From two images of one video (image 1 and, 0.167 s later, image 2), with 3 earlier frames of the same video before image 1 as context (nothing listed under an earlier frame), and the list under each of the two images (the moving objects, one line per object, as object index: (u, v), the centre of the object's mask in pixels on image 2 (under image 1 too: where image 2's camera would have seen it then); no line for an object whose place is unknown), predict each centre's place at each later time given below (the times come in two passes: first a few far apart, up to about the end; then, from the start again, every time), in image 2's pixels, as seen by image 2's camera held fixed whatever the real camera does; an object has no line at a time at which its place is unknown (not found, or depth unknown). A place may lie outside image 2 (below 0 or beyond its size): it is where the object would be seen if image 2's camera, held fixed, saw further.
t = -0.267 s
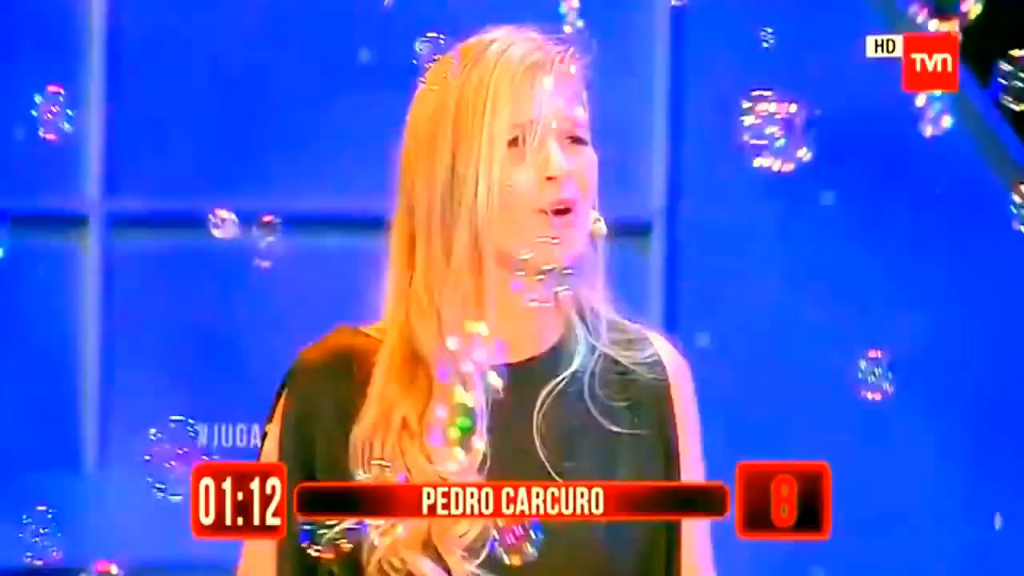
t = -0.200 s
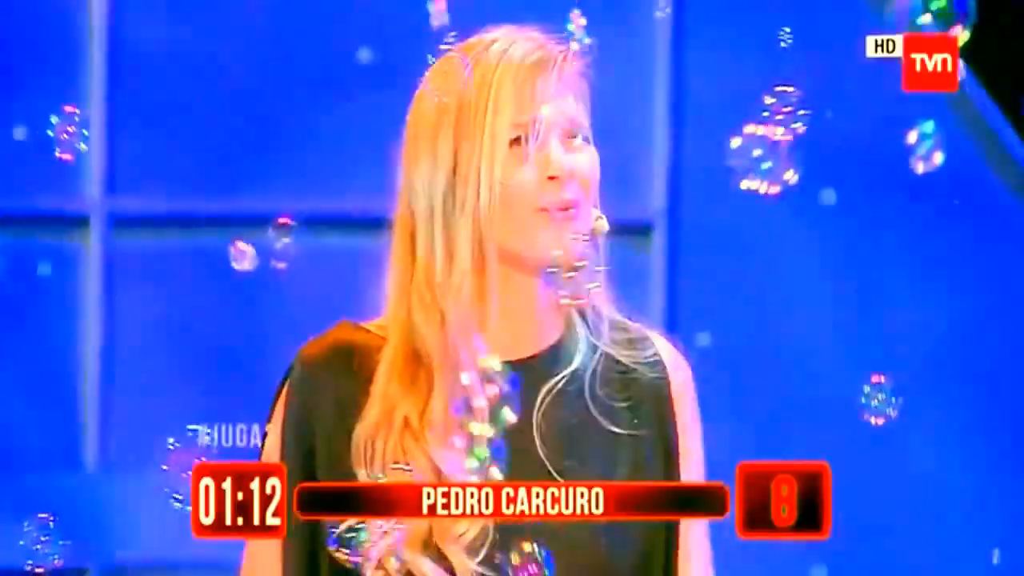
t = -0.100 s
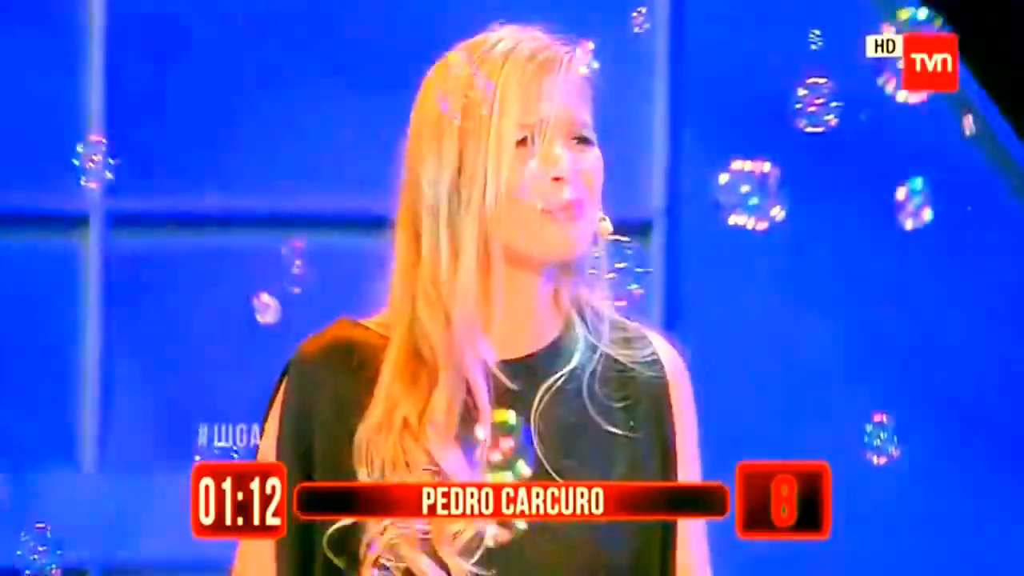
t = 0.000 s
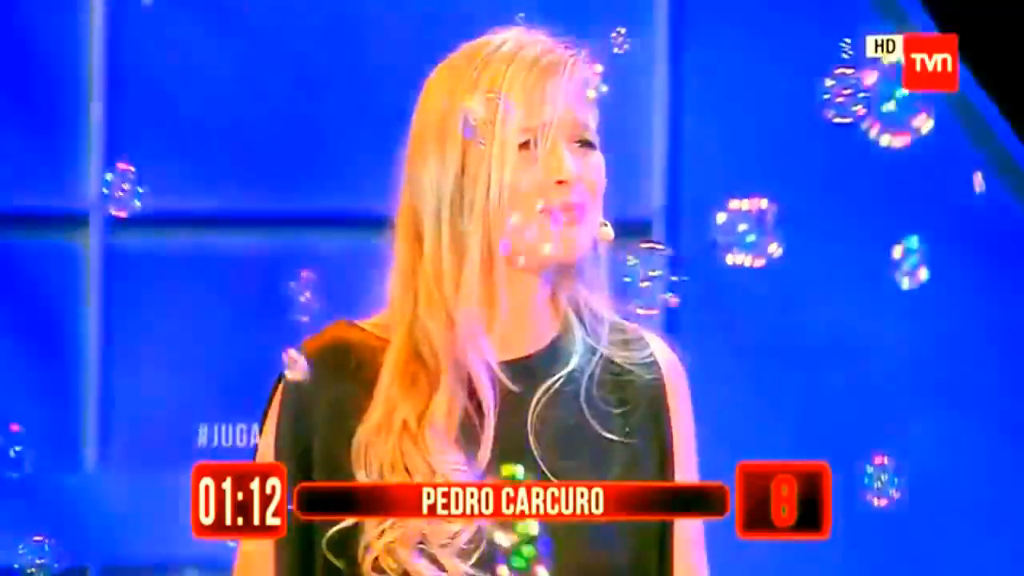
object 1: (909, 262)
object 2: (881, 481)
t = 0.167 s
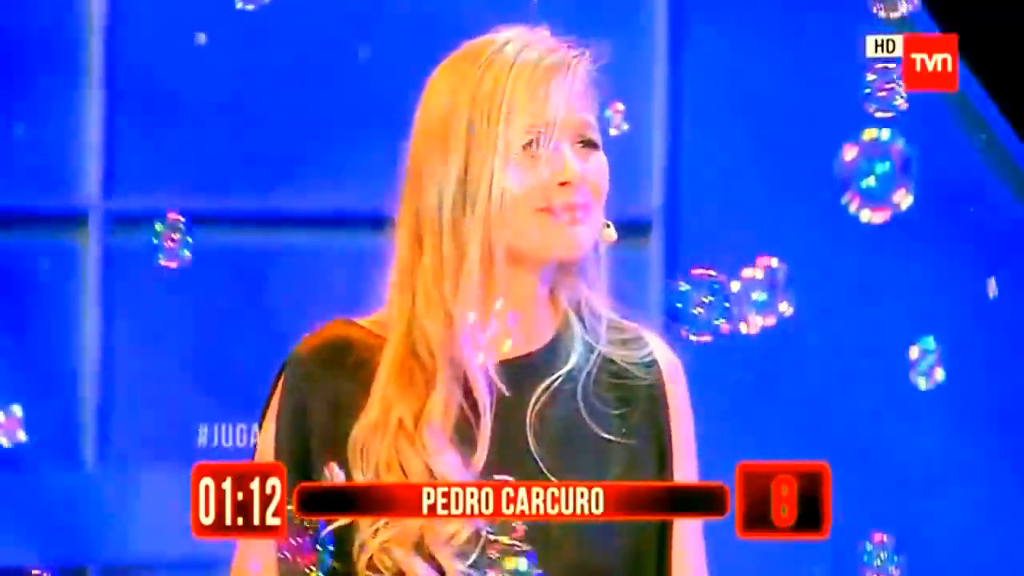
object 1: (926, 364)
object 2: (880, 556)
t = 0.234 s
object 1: (935, 403)
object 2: (878, 571)
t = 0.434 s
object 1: (961, 510)
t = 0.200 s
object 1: (930, 383)
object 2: (878, 563)
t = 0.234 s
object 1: (935, 403)
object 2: (878, 571)
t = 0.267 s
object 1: (940, 422)
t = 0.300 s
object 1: (943, 441)
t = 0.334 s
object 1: (947, 460)
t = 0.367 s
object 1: (951, 477)
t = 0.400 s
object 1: (955, 494)
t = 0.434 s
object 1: (961, 510)
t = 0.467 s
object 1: (966, 527)
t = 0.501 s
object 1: (972, 542)
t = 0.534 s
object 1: (977, 555)
